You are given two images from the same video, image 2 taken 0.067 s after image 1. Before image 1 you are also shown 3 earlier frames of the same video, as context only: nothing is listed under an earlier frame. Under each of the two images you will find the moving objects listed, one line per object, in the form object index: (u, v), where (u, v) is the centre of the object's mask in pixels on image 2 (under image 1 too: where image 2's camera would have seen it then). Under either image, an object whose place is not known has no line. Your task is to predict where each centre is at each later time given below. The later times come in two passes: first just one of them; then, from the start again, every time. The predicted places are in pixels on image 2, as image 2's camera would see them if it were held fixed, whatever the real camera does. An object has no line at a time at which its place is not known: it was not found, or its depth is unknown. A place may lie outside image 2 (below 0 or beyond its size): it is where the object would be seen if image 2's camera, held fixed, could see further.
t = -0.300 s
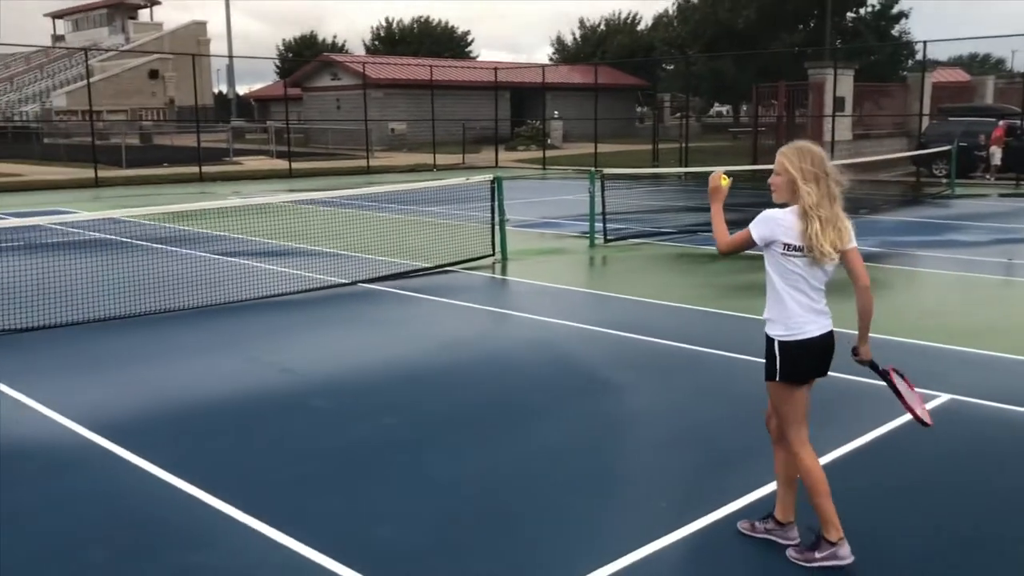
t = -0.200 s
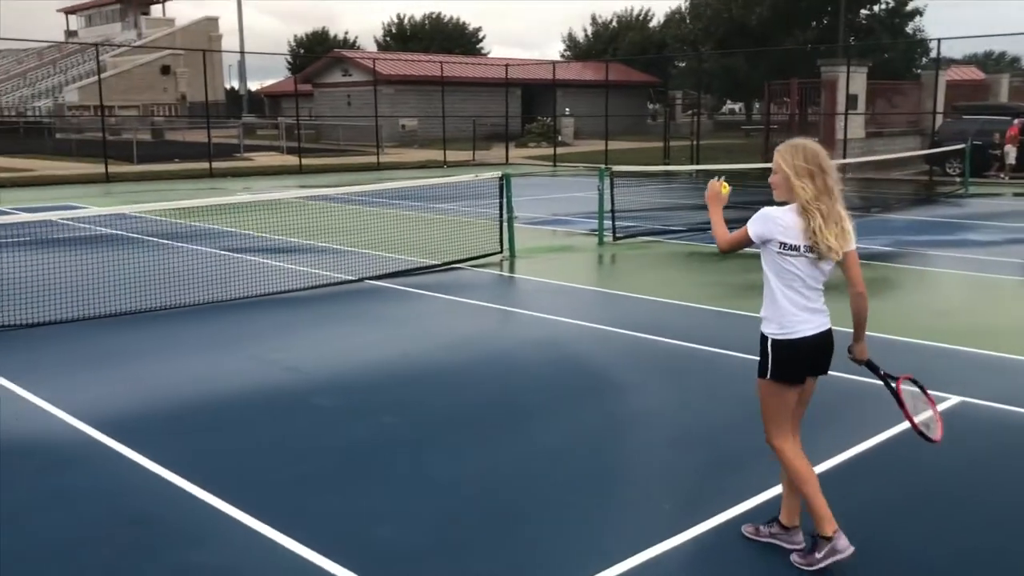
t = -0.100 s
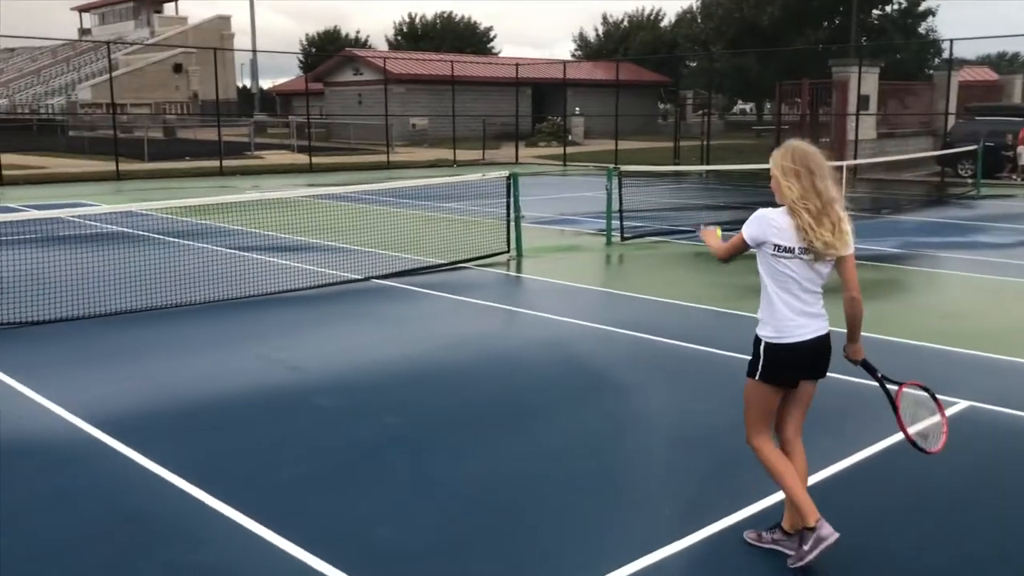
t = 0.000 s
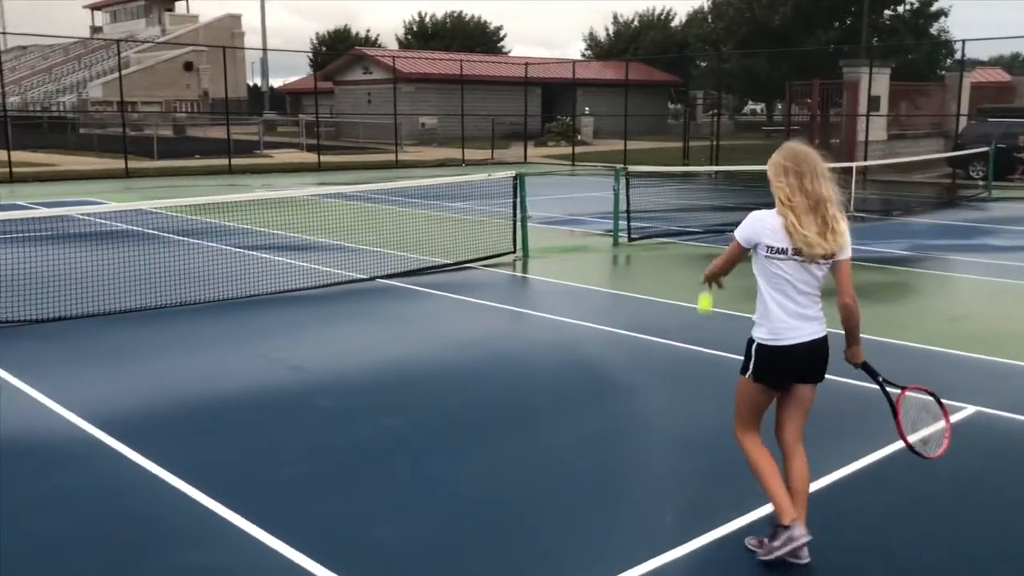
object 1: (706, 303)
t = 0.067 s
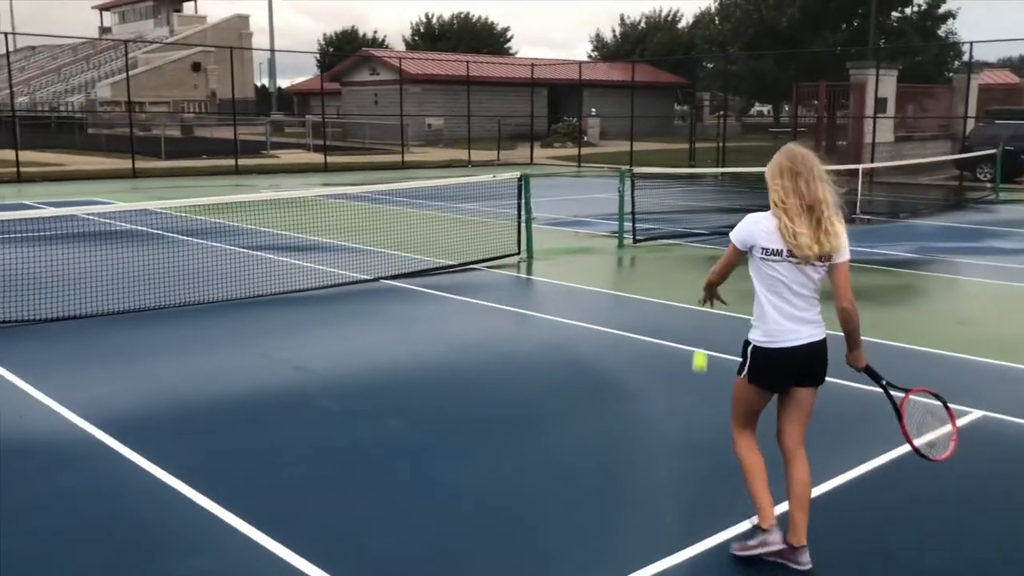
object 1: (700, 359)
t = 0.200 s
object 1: (685, 455)
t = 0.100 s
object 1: (694, 387)
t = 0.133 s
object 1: (690, 419)
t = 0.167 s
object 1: (687, 450)
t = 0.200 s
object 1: (685, 455)
